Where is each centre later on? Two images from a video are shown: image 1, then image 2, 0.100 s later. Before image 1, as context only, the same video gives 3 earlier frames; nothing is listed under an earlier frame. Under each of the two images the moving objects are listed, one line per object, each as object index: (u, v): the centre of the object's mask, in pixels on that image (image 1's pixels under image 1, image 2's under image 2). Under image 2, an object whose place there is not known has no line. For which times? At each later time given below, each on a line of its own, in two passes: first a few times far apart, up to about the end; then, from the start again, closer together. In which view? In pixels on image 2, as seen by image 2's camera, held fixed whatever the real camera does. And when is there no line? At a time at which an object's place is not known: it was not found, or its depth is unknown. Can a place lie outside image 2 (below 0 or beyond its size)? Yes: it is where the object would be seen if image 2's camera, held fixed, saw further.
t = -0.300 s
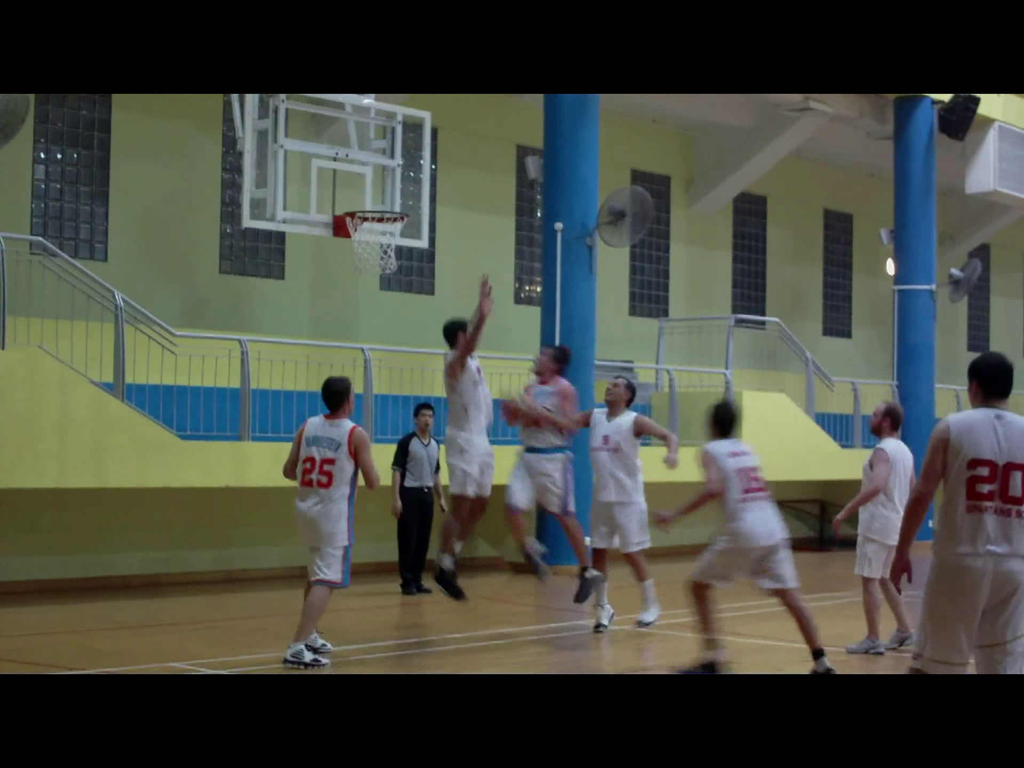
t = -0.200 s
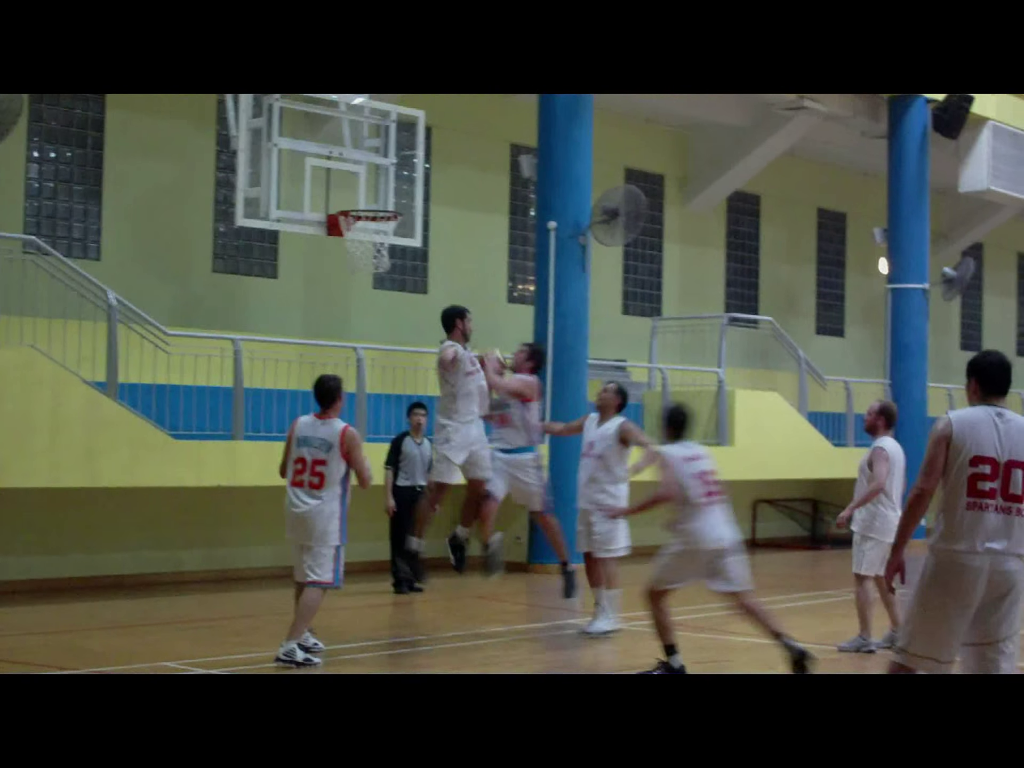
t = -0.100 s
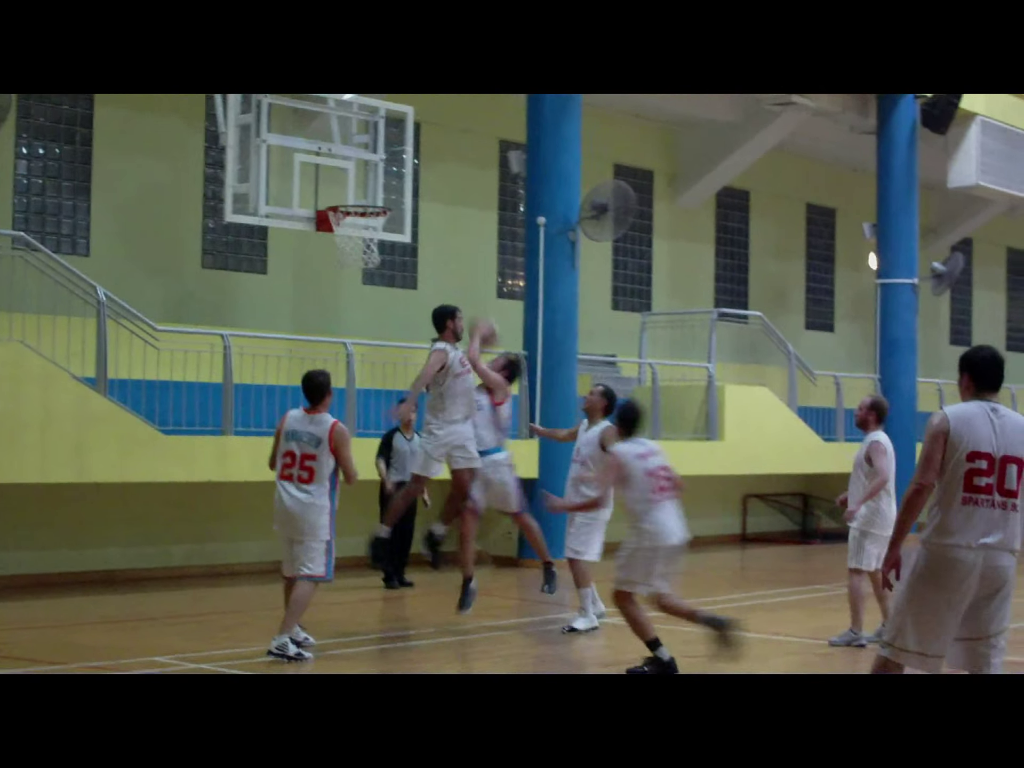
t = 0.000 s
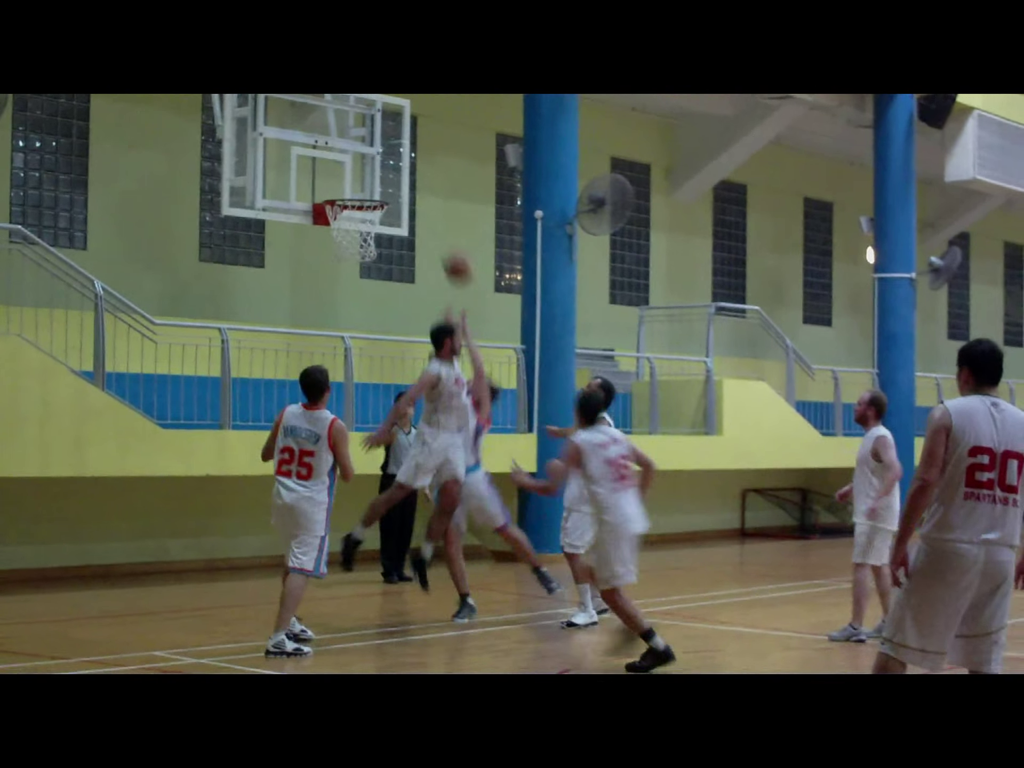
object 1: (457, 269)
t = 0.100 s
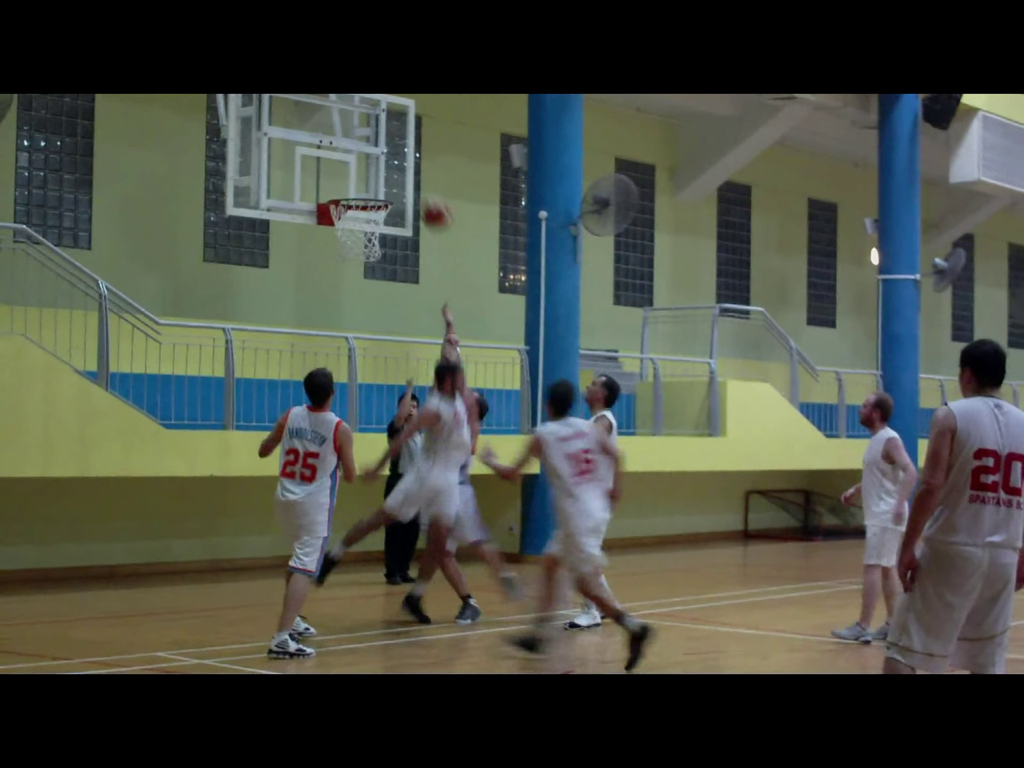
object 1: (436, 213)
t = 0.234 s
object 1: (415, 170)
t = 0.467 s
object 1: (414, 174)
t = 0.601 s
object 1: (414, 209)
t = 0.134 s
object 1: (426, 198)
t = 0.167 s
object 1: (417, 183)
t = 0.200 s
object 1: (415, 175)
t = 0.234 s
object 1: (415, 170)
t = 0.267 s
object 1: (415, 165)
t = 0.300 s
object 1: (415, 163)
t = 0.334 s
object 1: (415, 161)
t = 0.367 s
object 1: (415, 161)
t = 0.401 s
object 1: (414, 165)
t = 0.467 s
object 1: (414, 174)
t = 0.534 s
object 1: (414, 187)
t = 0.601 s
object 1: (414, 209)
